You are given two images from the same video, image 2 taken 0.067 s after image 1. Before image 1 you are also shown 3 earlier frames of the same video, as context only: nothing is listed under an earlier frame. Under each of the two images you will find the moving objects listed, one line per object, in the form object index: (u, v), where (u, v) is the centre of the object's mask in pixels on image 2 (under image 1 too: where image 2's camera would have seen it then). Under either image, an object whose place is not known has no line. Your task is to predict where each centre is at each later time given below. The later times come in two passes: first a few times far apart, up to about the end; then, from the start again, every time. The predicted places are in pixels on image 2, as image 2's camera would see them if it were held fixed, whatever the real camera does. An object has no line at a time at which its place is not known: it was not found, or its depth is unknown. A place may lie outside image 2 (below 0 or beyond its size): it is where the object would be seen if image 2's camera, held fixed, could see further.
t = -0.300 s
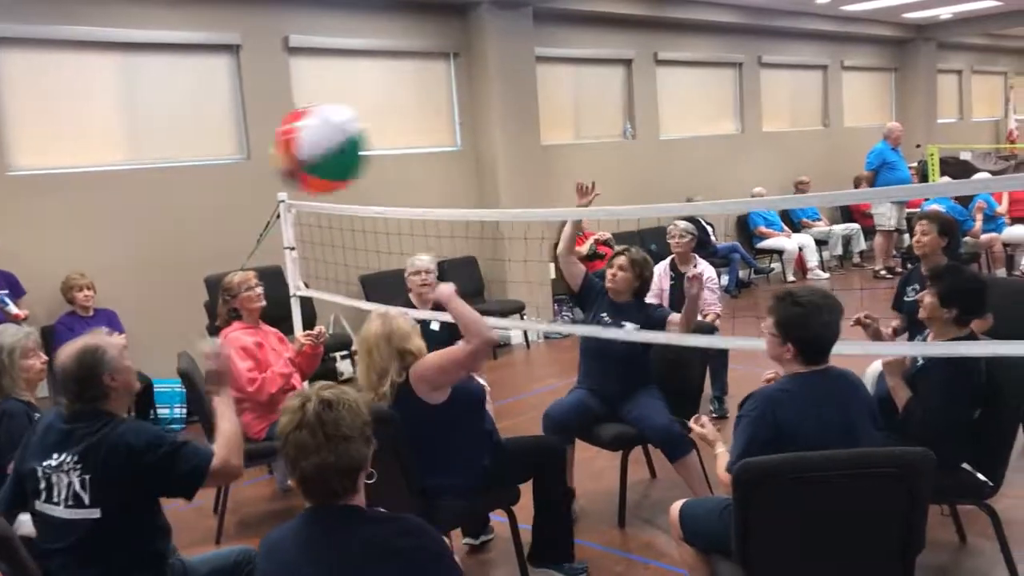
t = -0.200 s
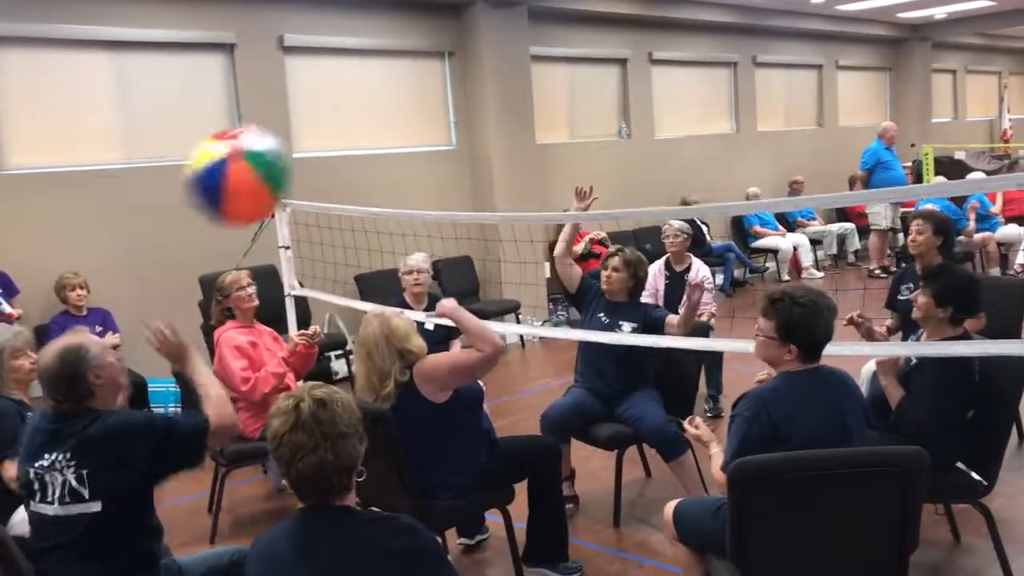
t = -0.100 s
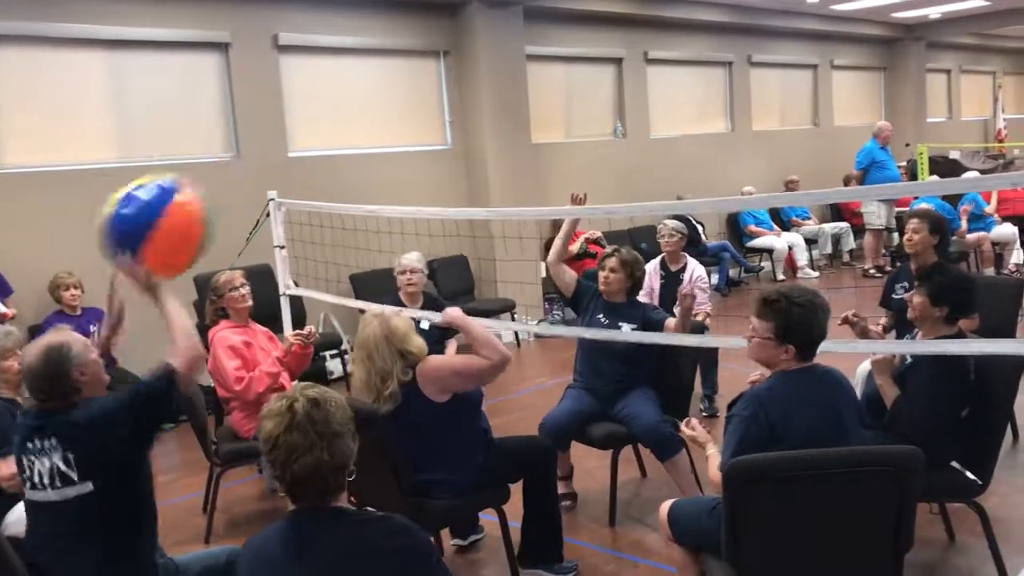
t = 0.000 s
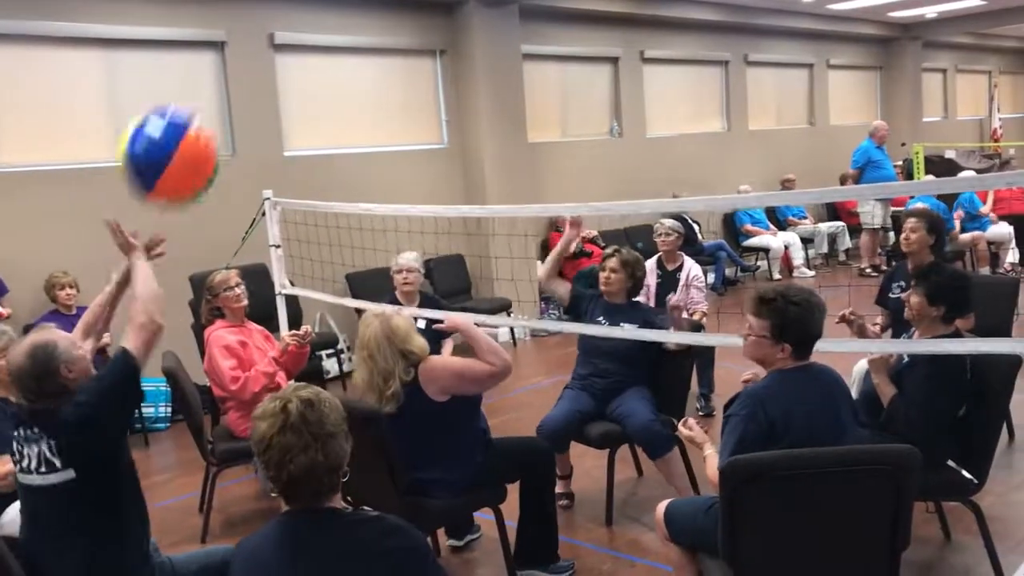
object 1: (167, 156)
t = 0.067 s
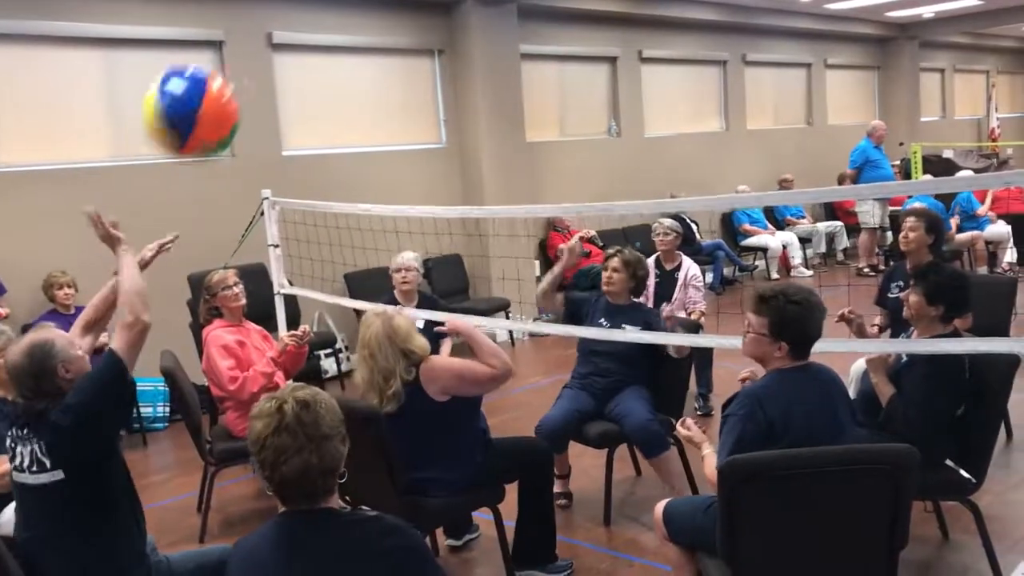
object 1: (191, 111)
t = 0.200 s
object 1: (239, 61)
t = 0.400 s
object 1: (304, 55)
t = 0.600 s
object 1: (360, 111)
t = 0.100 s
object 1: (204, 96)
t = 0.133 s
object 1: (216, 81)
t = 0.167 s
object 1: (228, 70)
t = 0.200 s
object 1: (239, 61)
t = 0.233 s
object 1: (251, 54)
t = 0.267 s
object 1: (262, 51)
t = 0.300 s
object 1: (272, 48)
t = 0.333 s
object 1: (283, 49)
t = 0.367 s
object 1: (294, 51)
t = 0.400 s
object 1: (304, 55)
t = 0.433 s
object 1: (315, 61)
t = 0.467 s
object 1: (325, 69)
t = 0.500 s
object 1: (334, 77)
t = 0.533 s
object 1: (343, 87)
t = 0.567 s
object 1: (352, 99)
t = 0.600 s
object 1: (360, 111)
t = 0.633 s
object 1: (368, 125)
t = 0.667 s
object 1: (376, 141)
